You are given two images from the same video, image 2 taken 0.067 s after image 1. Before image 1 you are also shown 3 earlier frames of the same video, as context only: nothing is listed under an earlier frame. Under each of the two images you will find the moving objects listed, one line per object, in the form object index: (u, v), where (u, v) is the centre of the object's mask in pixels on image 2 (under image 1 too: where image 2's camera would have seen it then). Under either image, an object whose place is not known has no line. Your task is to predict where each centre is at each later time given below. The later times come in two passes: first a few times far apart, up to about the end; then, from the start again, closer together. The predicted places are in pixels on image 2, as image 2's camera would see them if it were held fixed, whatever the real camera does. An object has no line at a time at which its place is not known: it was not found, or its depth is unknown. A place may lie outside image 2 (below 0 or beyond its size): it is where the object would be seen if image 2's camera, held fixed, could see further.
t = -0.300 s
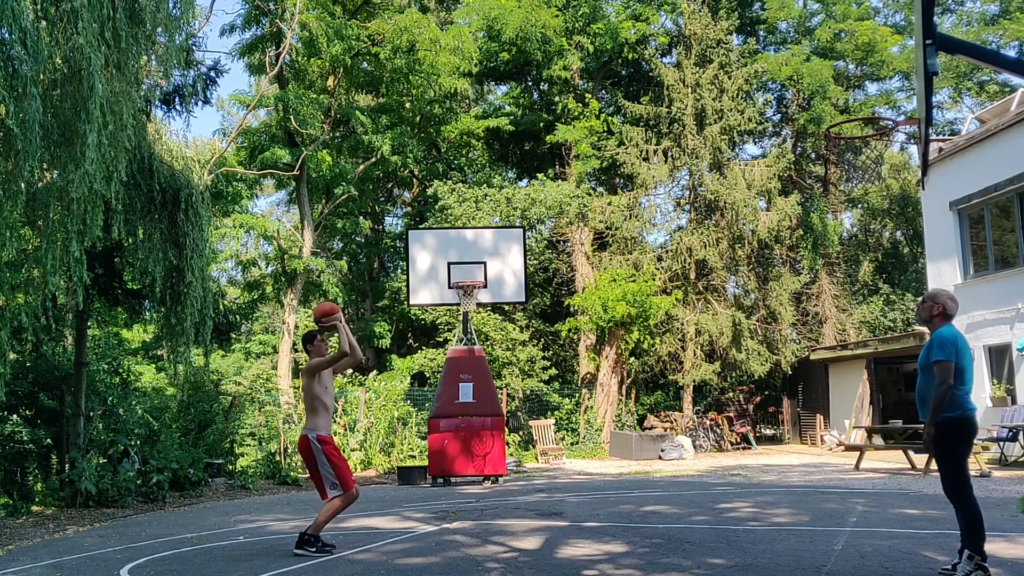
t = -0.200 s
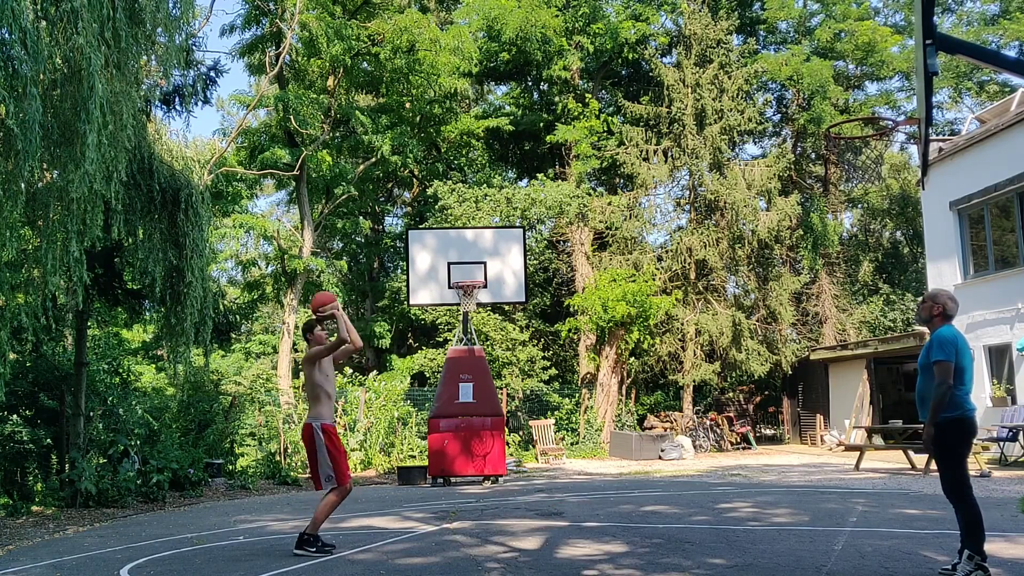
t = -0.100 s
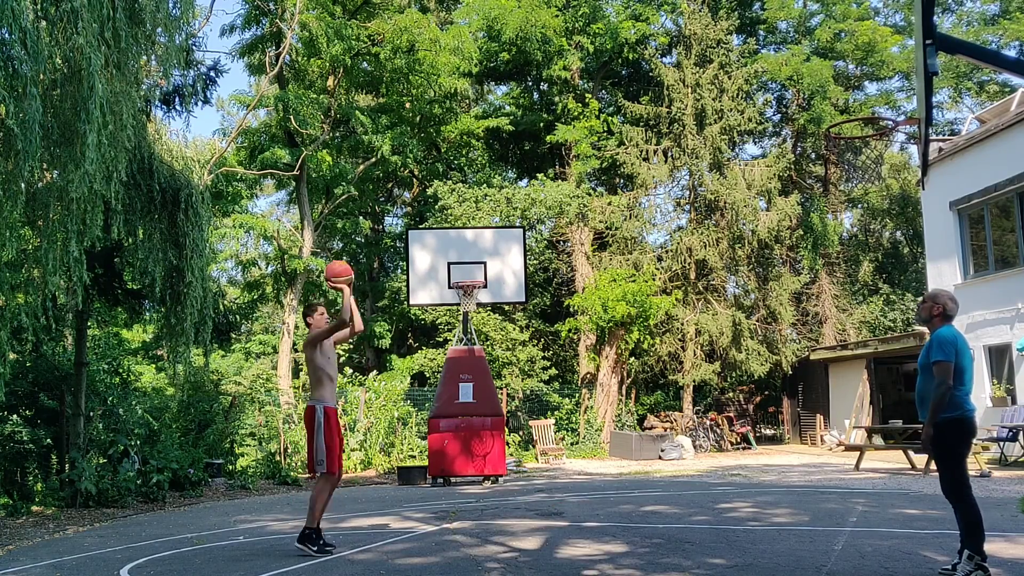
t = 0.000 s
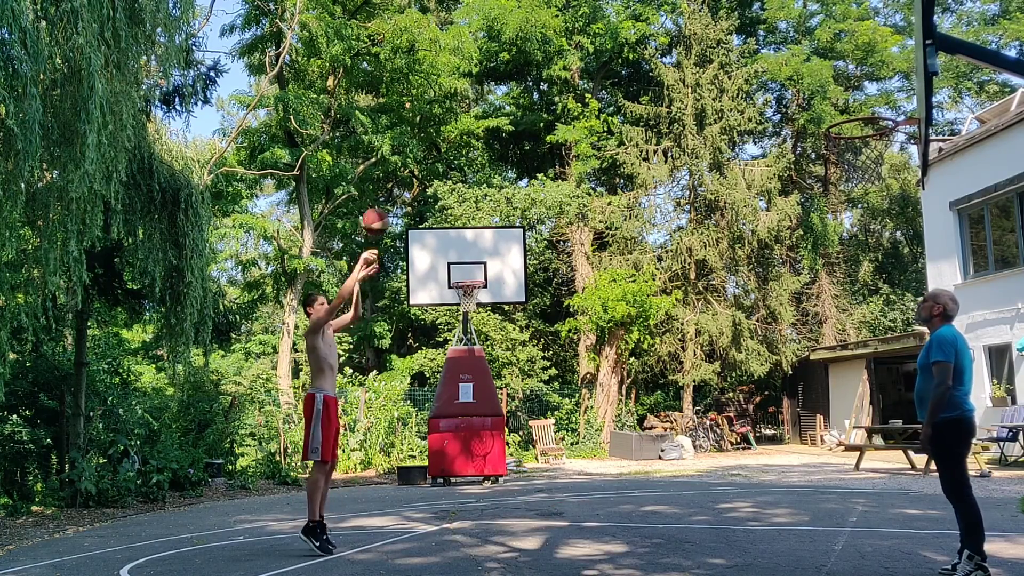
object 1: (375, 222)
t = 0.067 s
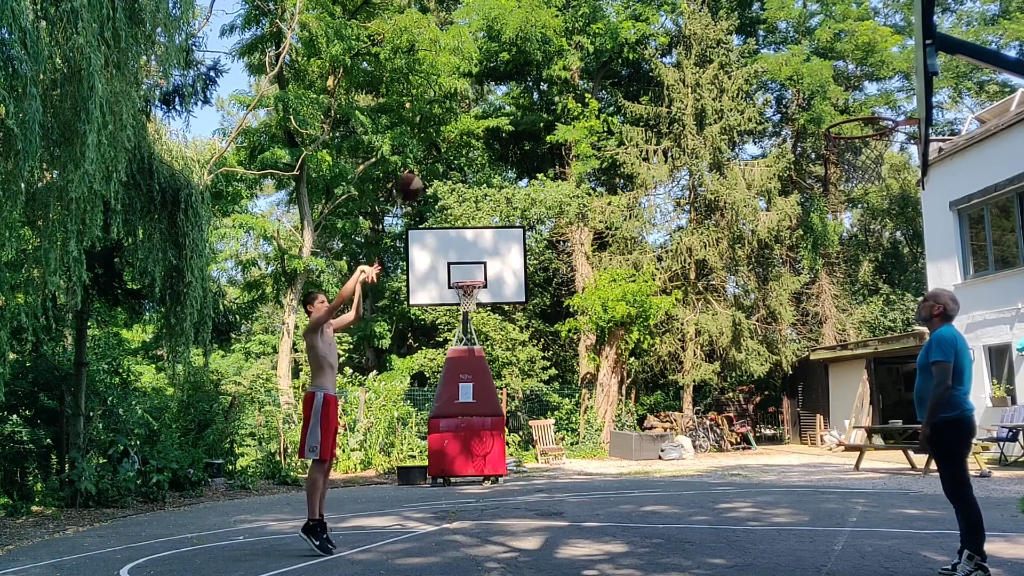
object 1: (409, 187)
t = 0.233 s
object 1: (494, 122)
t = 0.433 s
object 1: (606, 77)
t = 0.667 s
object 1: (749, 84)
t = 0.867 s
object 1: (867, 117)
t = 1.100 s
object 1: (877, 69)
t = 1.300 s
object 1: (838, 75)
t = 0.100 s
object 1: (425, 172)
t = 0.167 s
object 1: (460, 144)
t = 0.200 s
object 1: (477, 132)
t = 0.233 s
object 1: (494, 122)
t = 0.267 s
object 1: (512, 111)
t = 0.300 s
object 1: (530, 102)
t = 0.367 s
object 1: (567, 87)
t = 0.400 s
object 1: (586, 82)
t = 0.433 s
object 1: (606, 77)
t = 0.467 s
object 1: (626, 74)
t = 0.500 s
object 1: (644, 72)
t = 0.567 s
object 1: (685, 73)
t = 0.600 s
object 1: (705, 75)
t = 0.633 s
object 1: (727, 79)
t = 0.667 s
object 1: (749, 84)
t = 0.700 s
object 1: (770, 91)
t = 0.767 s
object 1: (816, 109)
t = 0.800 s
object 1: (839, 121)
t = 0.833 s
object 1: (853, 118)
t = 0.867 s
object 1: (867, 117)
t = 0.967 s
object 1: (896, 95)
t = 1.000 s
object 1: (897, 86)
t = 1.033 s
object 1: (891, 79)
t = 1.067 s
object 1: (884, 74)
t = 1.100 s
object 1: (877, 69)
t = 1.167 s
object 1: (863, 65)
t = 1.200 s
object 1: (857, 66)
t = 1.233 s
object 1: (850, 68)
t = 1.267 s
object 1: (844, 70)
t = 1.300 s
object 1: (838, 75)
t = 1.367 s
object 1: (825, 90)
